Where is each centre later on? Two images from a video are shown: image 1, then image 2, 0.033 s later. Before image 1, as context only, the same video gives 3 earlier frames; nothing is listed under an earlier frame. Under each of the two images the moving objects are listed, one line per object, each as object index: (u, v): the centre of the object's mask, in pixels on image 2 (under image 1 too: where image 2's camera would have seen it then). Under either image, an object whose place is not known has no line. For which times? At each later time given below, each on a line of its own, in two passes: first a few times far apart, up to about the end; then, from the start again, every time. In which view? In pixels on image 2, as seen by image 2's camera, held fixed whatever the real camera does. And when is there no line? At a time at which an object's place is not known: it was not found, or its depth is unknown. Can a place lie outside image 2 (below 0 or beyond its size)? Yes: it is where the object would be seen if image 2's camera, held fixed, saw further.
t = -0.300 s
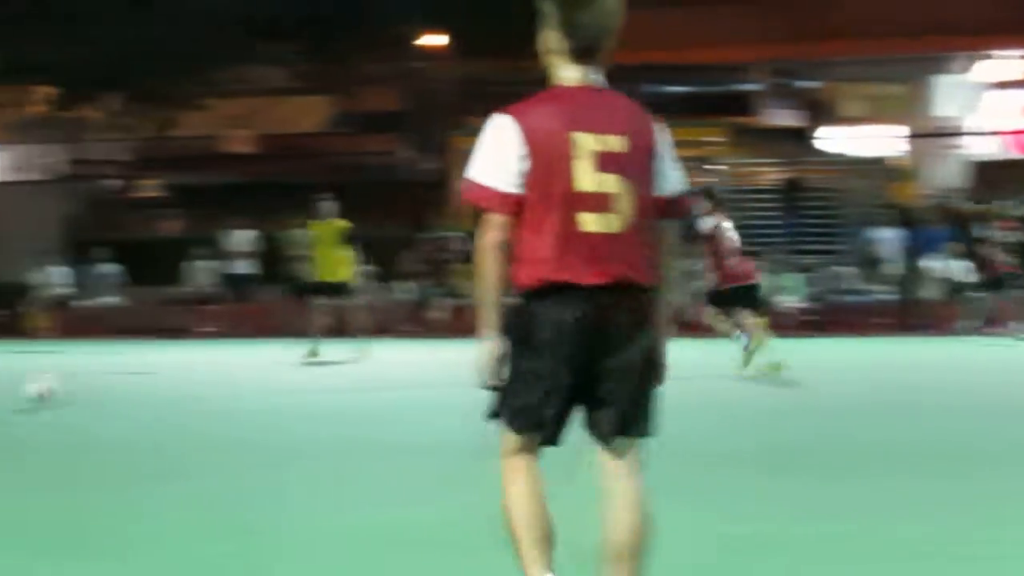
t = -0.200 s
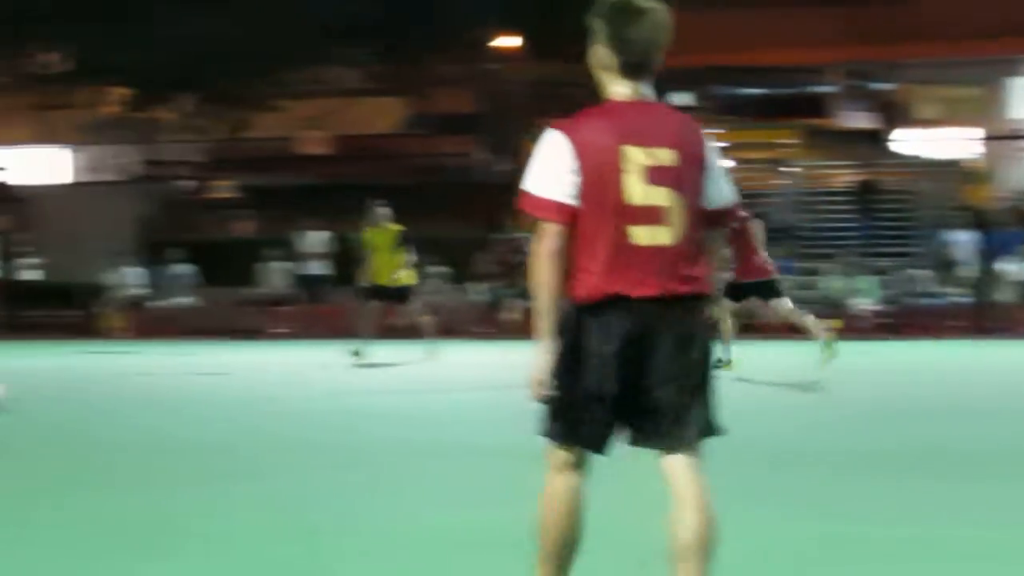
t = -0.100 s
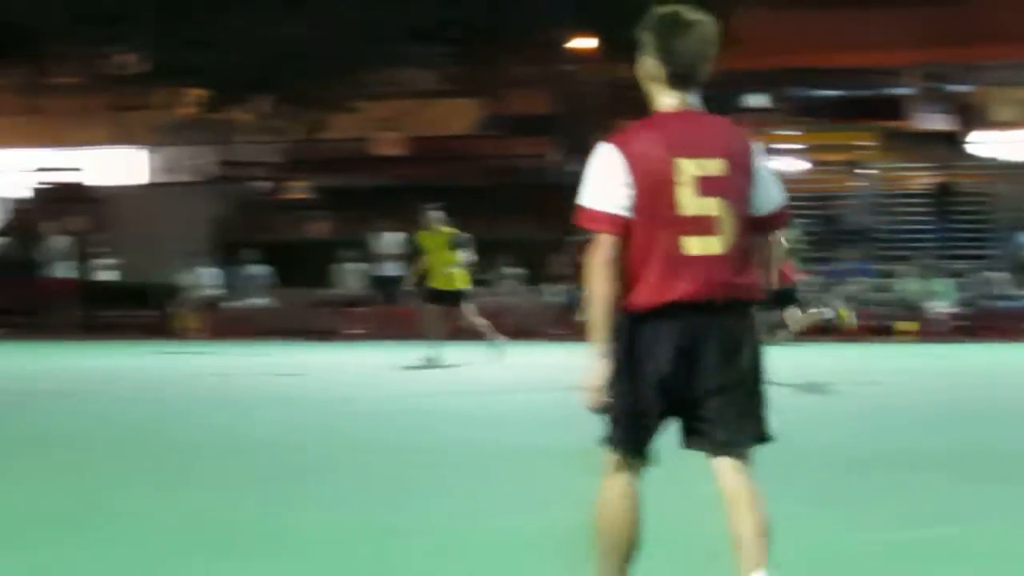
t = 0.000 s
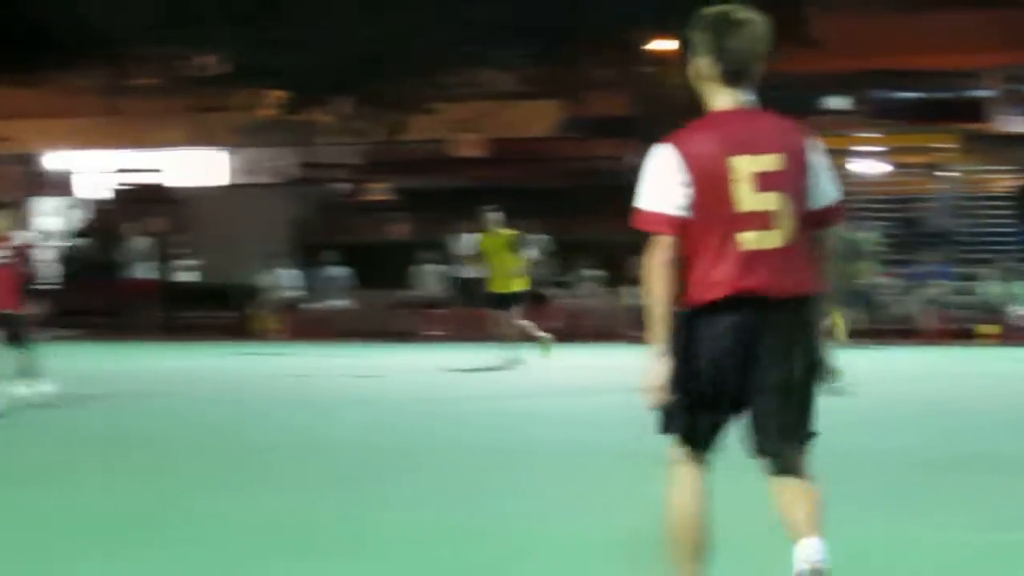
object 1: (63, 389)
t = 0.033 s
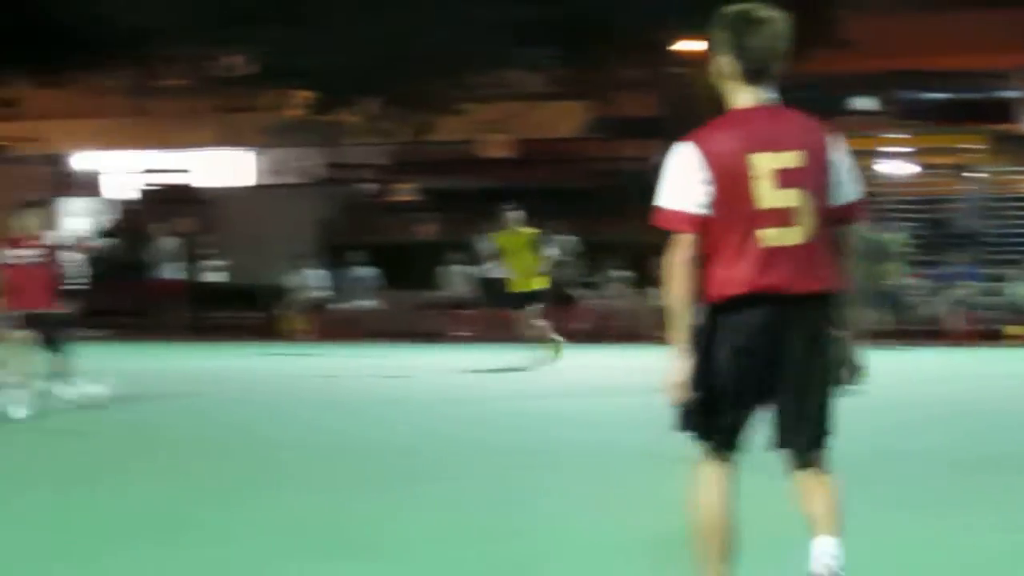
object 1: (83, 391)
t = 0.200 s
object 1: (227, 414)
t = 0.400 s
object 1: (369, 417)
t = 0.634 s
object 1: (498, 429)
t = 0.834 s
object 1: (586, 457)
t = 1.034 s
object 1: (683, 475)
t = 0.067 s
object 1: (116, 390)
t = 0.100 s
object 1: (140, 394)
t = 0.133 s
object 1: (167, 399)
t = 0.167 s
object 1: (200, 405)
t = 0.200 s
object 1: (227, 414)
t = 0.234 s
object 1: (259, 424)
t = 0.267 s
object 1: (283, 421)
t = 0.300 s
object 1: (305, 416)
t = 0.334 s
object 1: (328, 415)
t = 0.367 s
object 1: (350, 415)
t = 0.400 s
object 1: (369, 417)
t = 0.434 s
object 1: (394, 421)
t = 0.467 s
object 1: (415, 426)
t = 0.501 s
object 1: (439, 436)
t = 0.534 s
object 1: (456, 439)
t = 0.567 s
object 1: (471, 434)
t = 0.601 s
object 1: (484, 430)
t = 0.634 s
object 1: (498, 429)
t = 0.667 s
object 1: (511, 430)
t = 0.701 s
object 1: (525, 434)
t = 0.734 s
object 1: (540, 441)
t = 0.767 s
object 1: (556, 449)
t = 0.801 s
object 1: (571, 460)
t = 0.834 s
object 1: (586, 457)
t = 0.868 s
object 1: (601, 454)
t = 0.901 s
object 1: (616, 453)
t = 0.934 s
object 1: (633, 453)
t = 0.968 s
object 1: (648, 457)
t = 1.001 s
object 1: (665, 463)
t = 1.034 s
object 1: (683, 475)
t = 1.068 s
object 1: (701, 490)
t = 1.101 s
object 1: (719, 494)
